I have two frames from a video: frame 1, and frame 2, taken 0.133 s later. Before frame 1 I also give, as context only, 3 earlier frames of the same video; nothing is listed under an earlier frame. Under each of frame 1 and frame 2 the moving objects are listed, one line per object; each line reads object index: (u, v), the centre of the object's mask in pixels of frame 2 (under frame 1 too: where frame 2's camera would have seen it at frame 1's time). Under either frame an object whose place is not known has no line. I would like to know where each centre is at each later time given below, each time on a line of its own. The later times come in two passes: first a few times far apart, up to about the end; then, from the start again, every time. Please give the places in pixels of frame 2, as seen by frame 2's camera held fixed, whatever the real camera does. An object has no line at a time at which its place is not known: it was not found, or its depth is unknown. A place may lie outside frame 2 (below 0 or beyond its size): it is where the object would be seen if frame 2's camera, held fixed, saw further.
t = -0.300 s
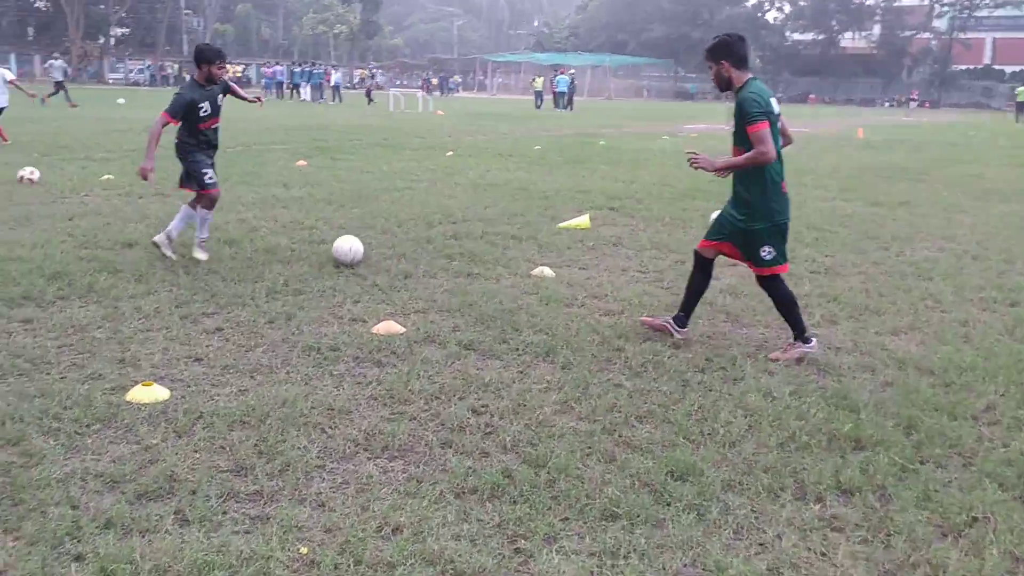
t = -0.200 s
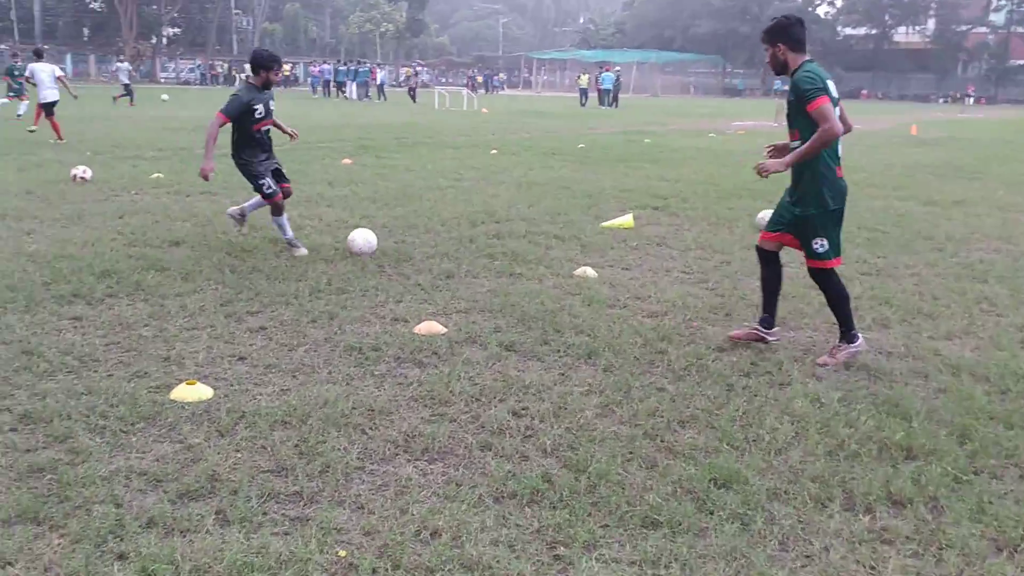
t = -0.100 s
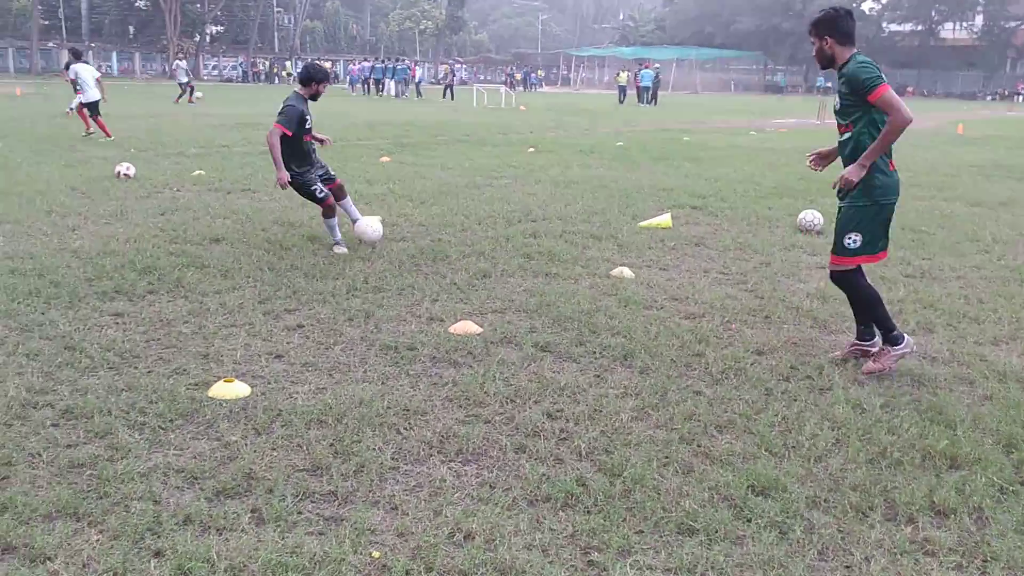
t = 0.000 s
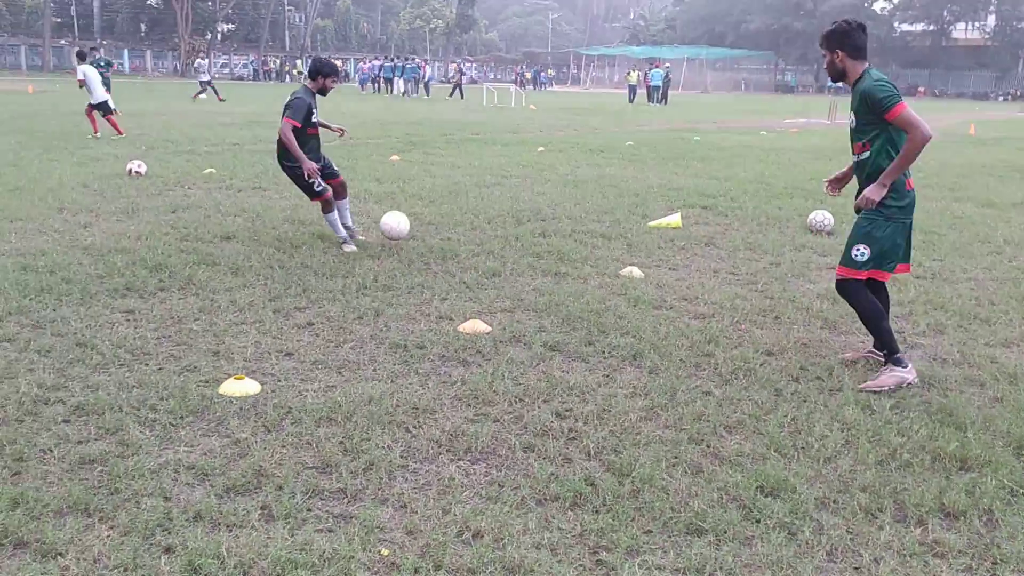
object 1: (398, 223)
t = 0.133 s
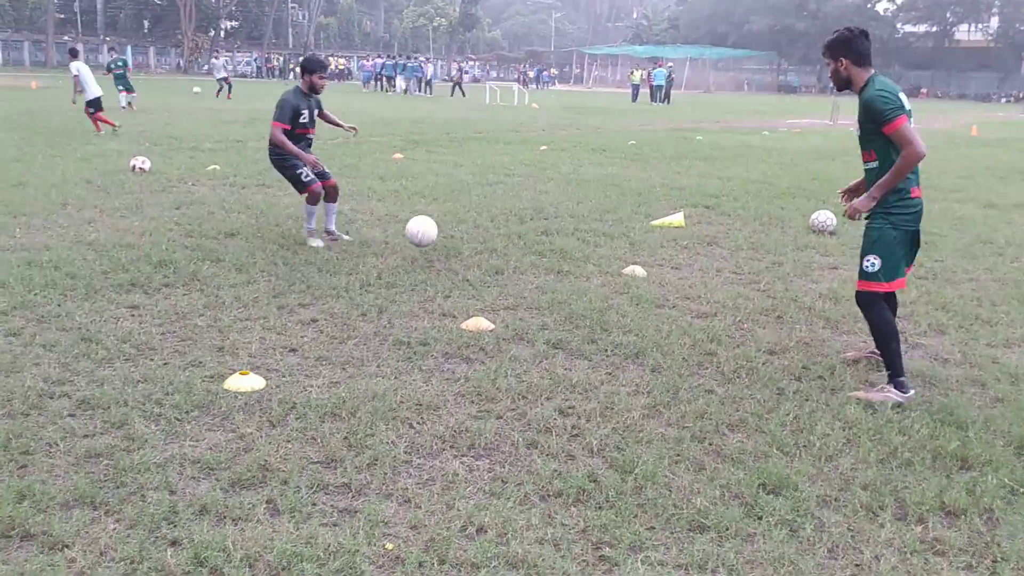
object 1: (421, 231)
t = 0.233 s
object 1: (441, 255)
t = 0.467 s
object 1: (490, 289)
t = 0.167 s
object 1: (428, 237)
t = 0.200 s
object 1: (435, 245)
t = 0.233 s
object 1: (441, 255)
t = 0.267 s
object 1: (448, 267)
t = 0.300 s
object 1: (455, 271)
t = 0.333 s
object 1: (461, 271)
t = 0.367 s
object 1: (468, 273)
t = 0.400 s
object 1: (475, 276)
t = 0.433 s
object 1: (483, 282)
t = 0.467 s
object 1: (490, 289)
